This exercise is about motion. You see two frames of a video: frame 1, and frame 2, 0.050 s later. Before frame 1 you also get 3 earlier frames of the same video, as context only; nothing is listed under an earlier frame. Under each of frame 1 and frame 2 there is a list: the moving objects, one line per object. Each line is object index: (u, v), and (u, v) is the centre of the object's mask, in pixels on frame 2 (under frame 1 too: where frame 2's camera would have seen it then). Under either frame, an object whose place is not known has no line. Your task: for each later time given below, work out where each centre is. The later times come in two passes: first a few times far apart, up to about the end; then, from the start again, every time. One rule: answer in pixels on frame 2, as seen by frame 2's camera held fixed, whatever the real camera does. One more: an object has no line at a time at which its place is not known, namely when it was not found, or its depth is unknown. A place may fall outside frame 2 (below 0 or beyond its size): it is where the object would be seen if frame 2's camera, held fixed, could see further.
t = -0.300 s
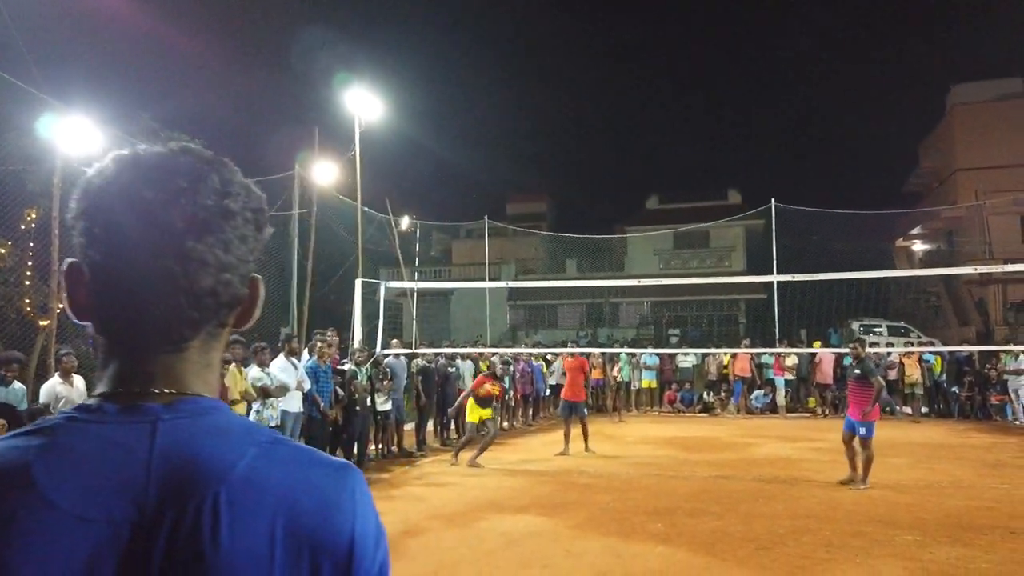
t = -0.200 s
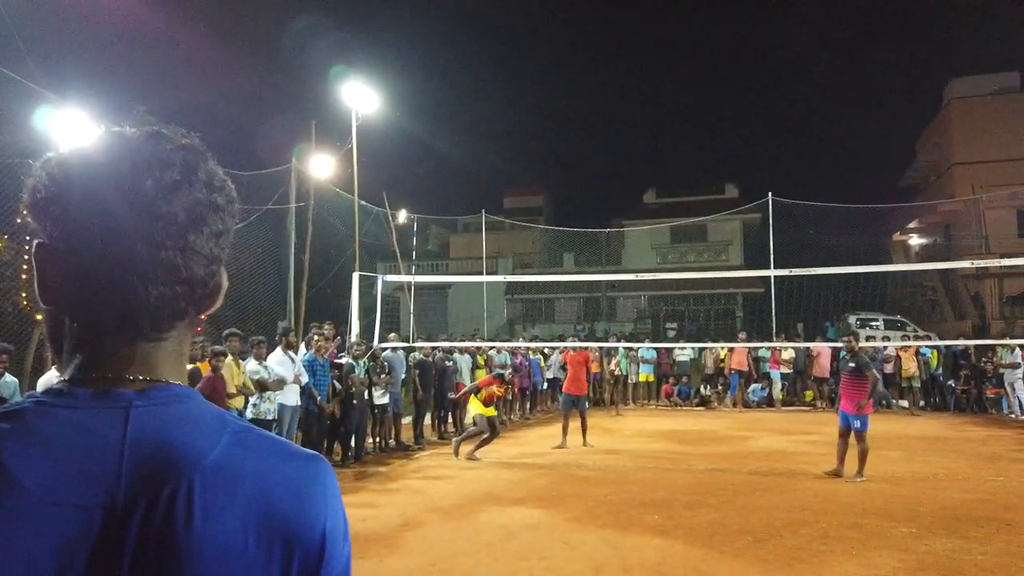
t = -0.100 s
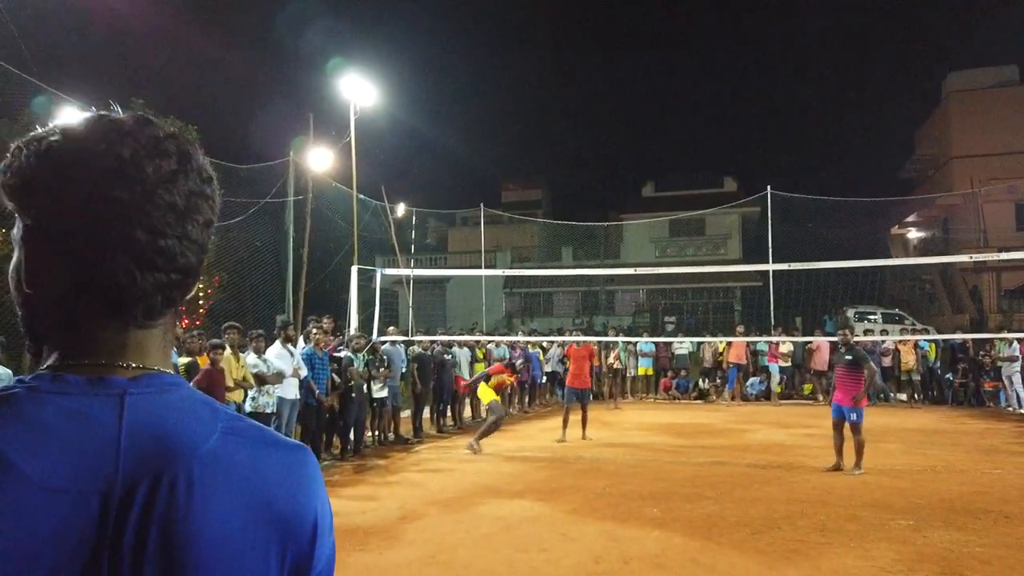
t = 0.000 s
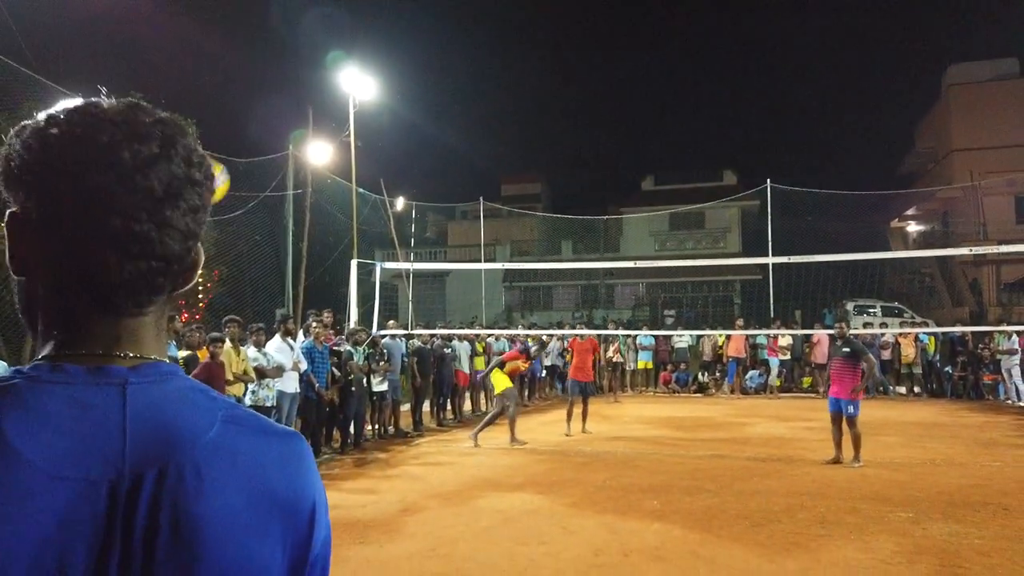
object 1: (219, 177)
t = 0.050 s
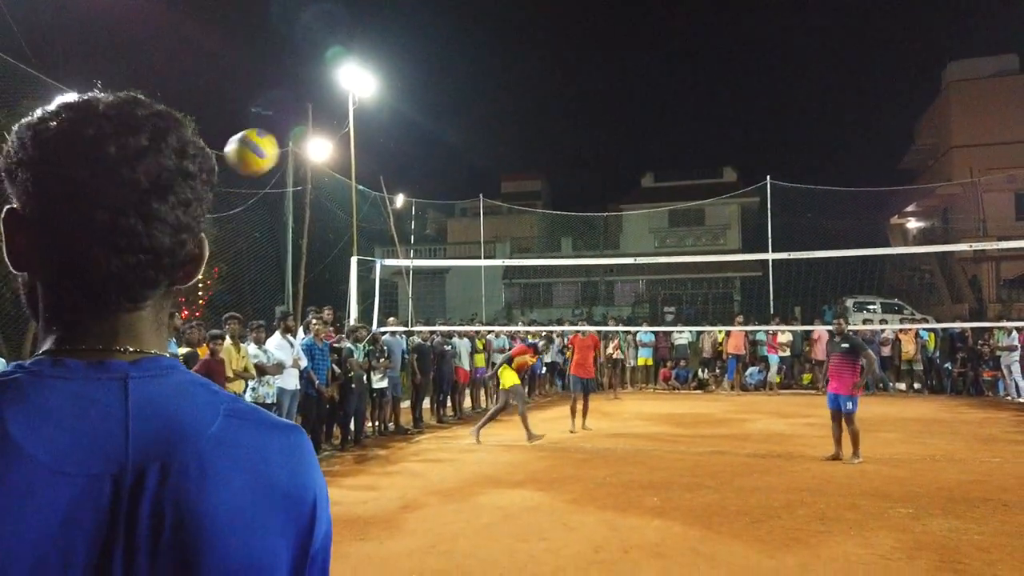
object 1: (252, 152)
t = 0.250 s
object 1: (429, 103)
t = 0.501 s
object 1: (597, 138)
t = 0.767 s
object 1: (743, 262)
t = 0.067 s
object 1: (269, 146)
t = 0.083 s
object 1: (284, 138)
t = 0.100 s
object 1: (300, 129)
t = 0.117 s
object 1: (316, 124)
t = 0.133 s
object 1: (332, 120)
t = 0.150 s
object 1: (347, 117)
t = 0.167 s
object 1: (361, 115)
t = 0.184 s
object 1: (377, 112)
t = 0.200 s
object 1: (389, 107)
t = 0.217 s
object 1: (402, 106)
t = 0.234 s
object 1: (415, 104)
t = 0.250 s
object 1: (429, 103)
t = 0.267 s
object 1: (441, 102)
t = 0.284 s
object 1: (454, 102)
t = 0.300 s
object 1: (466, 103)
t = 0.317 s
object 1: (477, 104)
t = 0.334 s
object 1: (490, 105)
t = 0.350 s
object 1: (501, 106)
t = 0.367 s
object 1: (512, 108)
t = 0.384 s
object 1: (523, 111)
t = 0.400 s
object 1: (534, 114)
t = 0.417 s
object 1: (545, 117)
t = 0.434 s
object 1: (556, 120)
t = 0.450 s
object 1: (566, 125)
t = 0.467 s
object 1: (576, 129)
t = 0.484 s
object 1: (587, 134)
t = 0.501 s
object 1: (597, 138)
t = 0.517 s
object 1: (606, 144)
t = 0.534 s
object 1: (616, 150)
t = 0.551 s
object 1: (626, 156)
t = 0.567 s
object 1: (636, 162)
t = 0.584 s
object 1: (645, 168)
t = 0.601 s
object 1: (654, 176)
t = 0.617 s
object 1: (663, 183)
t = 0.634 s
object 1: (672, 190)
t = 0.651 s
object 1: (682, 198)
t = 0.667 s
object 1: (690, 206)
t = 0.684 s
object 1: (699, 215)
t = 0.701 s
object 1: (708, 224)
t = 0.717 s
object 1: (717, 232)
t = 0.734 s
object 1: (725, 241)
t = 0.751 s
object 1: (734, 251)
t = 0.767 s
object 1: (743, 262)
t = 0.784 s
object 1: (751, 272)
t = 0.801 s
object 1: (759, 282)
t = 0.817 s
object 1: (768, 292)
